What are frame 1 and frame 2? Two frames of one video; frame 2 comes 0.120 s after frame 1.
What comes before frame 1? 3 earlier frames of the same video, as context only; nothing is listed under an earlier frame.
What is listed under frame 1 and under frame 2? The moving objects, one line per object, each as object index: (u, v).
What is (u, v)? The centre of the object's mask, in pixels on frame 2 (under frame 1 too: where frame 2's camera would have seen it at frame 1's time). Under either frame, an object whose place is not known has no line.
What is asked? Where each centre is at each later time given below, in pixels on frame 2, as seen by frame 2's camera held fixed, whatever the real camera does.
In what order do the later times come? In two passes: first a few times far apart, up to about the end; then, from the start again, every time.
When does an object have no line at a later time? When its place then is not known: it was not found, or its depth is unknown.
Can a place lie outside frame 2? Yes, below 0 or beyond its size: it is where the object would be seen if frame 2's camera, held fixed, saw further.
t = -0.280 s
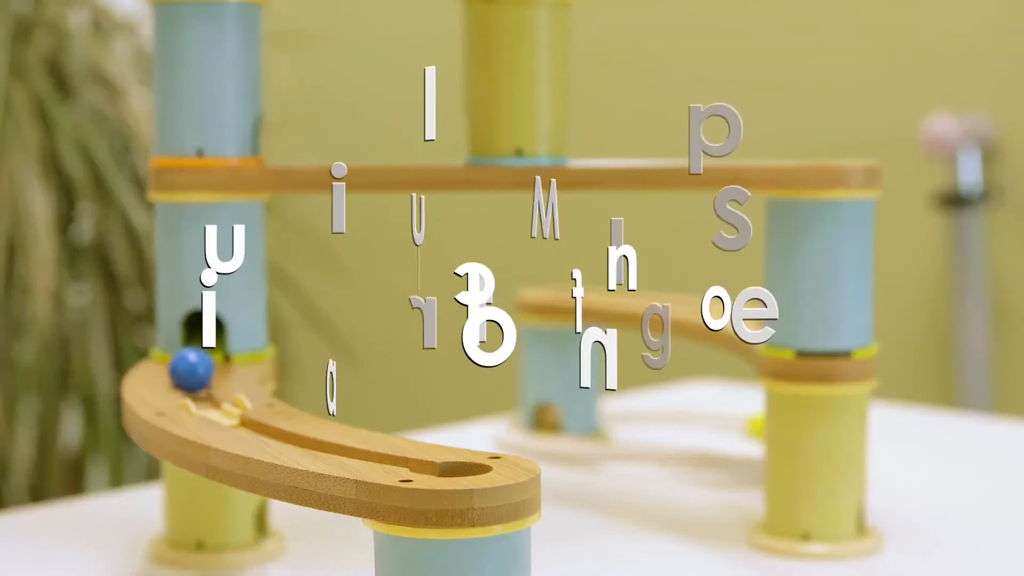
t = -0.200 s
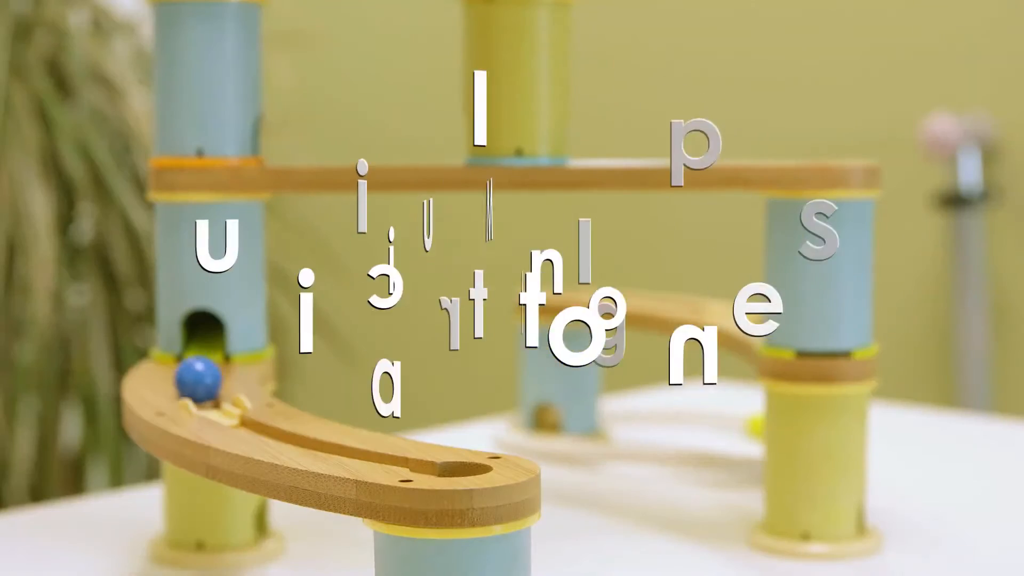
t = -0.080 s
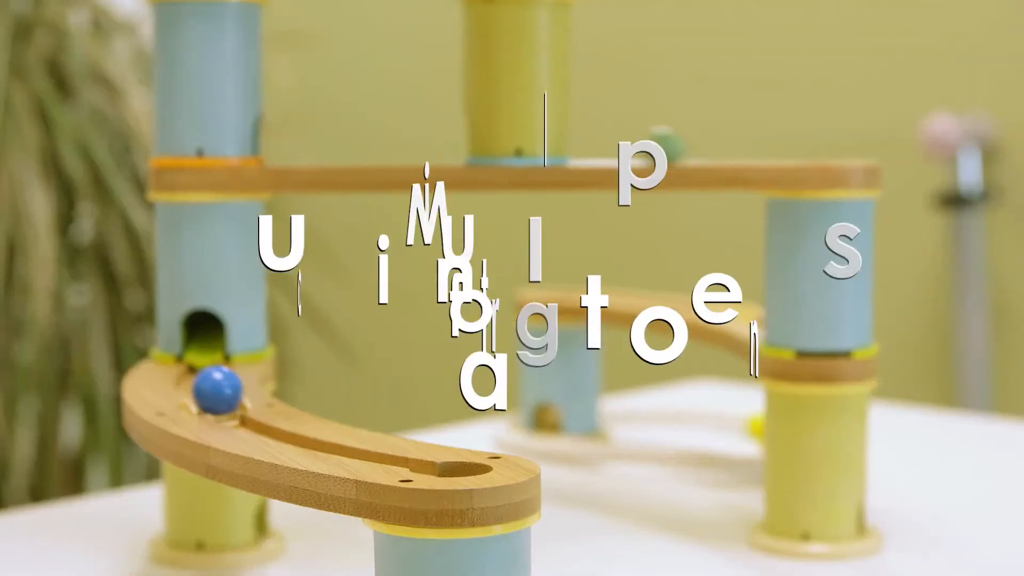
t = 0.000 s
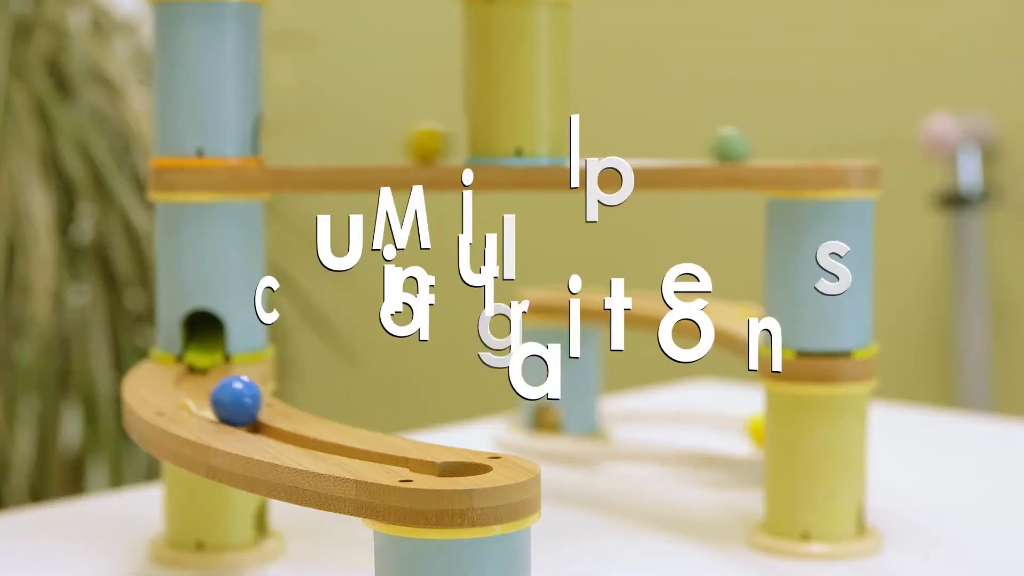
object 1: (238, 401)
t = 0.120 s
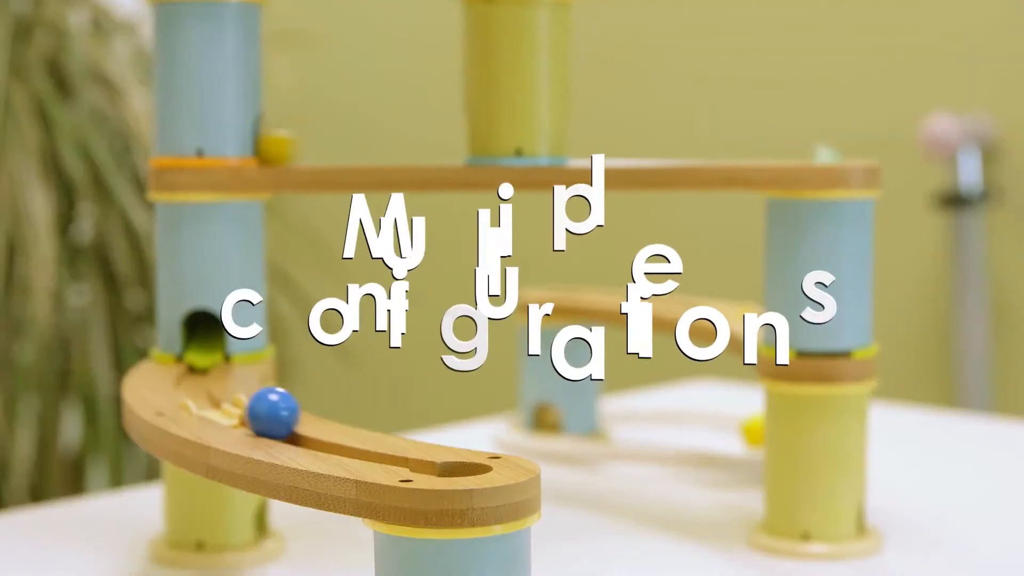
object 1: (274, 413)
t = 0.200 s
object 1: (303, 421)
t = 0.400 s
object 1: (396, 438)
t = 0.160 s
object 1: (288, 416)
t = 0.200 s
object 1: (303, 421)
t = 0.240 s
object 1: (320, 424)
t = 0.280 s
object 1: (337, 428)
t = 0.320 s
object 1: (356, 431)
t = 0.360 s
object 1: (375, 435)
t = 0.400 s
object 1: (396, 438)
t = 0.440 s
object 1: (416, 442)
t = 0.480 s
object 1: (440, 453)
